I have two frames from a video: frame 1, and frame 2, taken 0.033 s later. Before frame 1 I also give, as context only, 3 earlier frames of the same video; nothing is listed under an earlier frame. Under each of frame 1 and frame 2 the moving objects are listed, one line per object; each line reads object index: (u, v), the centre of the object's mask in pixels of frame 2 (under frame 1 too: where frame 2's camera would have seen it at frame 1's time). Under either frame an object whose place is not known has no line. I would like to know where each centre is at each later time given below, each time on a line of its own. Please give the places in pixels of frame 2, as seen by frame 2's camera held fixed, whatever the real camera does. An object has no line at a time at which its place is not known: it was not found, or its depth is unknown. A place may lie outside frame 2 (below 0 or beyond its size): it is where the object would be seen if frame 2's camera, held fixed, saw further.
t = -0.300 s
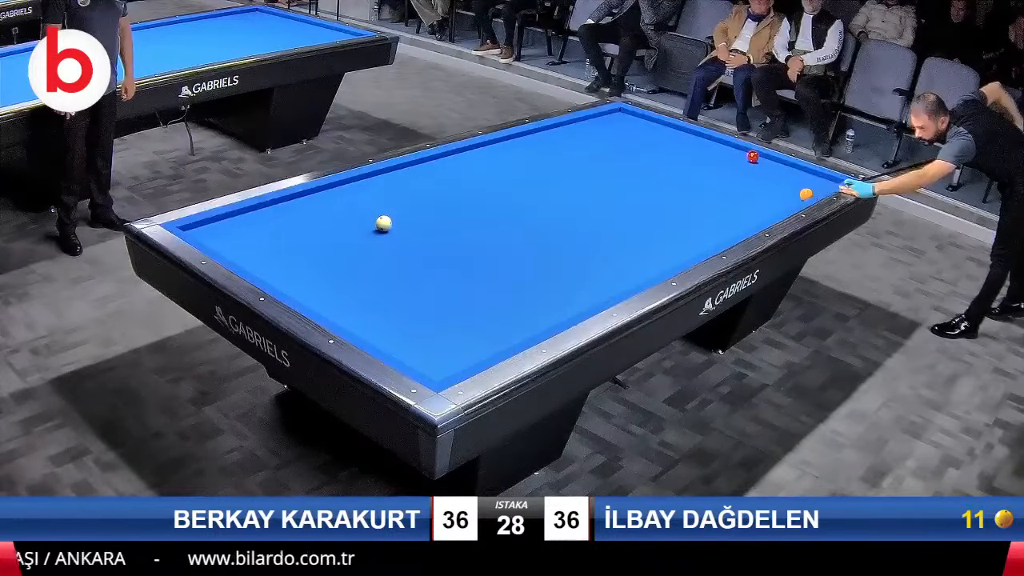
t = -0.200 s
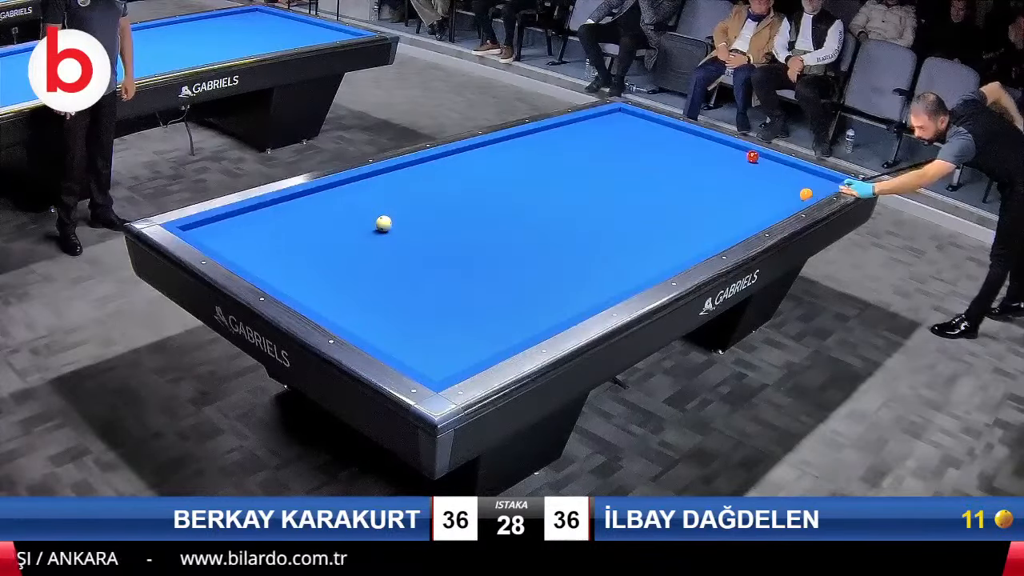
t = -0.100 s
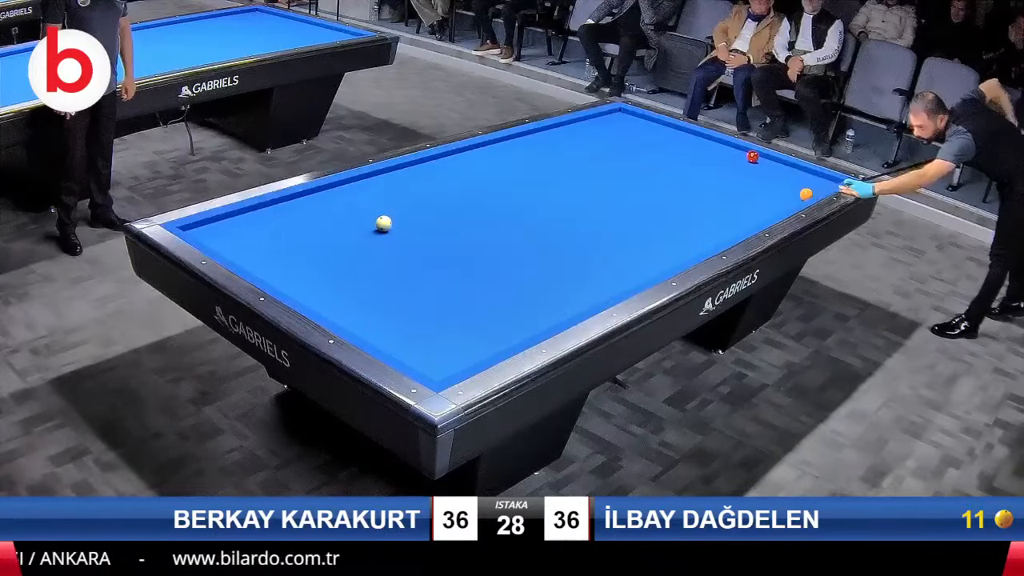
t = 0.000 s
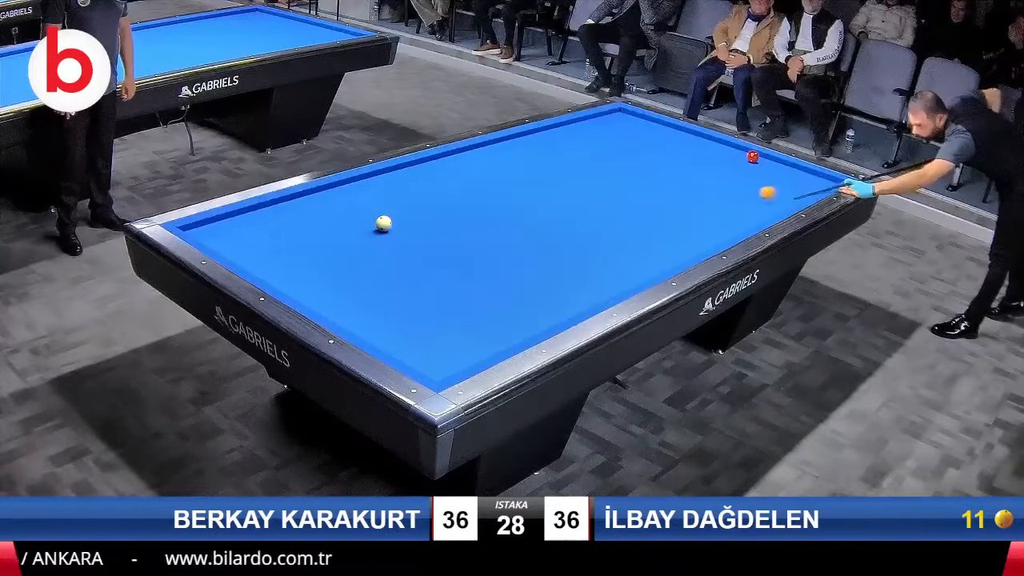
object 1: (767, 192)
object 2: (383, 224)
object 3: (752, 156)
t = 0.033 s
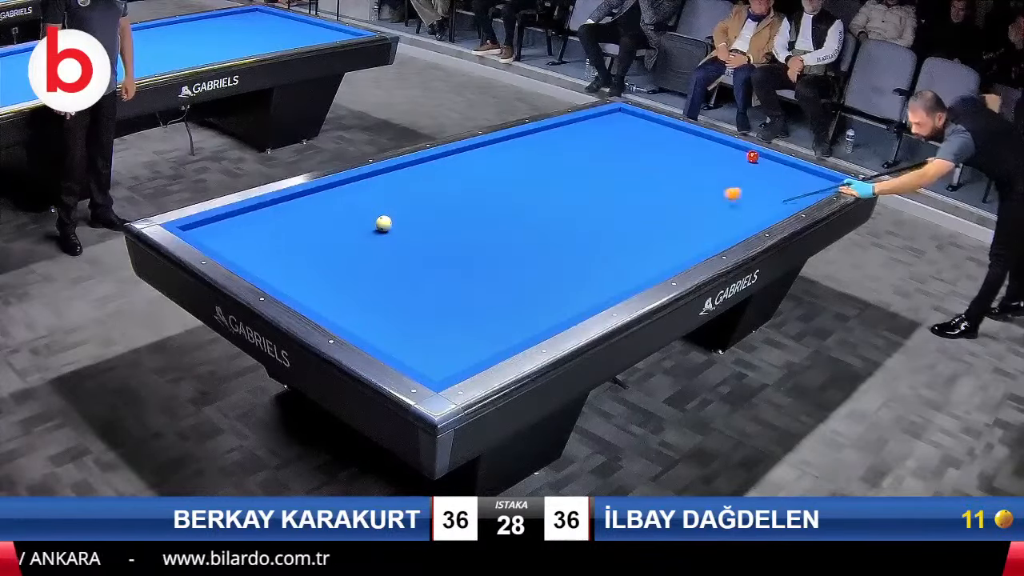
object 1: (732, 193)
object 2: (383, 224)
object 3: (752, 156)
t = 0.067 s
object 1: (696, 197)
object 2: (383, 224)
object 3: (752, 156)
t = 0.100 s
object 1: (659, 200)
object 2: (383, 224)
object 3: (752, 156)
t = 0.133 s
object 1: (620, 202)
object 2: (383, 224)
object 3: (752, 156)
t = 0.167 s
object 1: (579, 205)
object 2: (383, 224)
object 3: (752, 156)
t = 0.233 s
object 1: (495, 210)
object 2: (383, 224)
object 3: (752, 156)
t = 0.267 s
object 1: (453, 213)
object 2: (383, 224)
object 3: (752, 156)
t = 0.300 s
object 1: (409, 216)
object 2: (383, 224)
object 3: (752, 156)
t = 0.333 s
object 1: (369, 214)
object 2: (379, 228)
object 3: (752, 156)
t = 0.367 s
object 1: (335, 210)
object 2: (370, 237)
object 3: (752, 156)
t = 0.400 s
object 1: (303, 205)
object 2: (361, 246)
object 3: (752, 156)
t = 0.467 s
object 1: (275, 212)
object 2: (343, 264)
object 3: (752, 156)
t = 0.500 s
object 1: (278, 223)
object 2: (333, 273)
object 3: (752, 156)
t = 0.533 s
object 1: (280, 234)
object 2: (324, 282)
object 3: (752, 156)
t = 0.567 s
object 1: (282, 245)
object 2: (314, 292)
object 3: (752, 156)
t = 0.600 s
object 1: (284, 256)
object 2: (306, 298)
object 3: (752, 156)
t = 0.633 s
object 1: (285, 268)
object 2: (320, 299)
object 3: (752, 156)
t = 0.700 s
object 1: (293, 289)
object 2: (349, 295)
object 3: (752, 156)
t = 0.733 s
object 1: (316, 295)
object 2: (362, 292)
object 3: (752, 156)
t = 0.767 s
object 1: (340, 299)
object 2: (376, 291)
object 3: (752, 156)
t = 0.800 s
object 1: (362, 303)
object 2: (388, 288)
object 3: (752, 156)
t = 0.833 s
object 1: (385, 307)
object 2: (400, 287)
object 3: (752, 156)
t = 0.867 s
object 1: (409, 311)
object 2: (412, 285)
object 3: (752, 156)
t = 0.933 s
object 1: (452, 320)
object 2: (433, 282)
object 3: (752, 156)
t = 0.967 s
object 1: (474, 324)
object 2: (444, 281)
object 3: (752, 156)
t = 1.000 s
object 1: (495, 329)
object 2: (455, 279)
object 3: (752, 156)
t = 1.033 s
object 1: (516, 332)
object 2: (465, 278)
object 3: (752, 156)
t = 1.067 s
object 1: (523, 329)
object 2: (476, 277)
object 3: (752, 156)
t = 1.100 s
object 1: (520, 319)
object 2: (486, 276)
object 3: (752, 156)
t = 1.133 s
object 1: (517, 311)
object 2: (496, 274)
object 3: (752, 156)
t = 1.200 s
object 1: (513, 294)
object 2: (516, 271)
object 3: (752, 156)
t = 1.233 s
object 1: (511, 286)
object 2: (526, 270)
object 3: (752, 156)
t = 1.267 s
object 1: (510, 279)
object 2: (536, 269)
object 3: (752, 156)
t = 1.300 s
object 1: (509, 272)
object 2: (545, 268)
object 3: (752, 156)
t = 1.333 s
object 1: (509, 265)
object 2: (555, 266)
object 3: (752, 156)
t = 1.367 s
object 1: (509, 260)
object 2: (564, 265)
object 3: (752, 156)
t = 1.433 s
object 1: (510, 248)
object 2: (583, 263)
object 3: (752, 156)
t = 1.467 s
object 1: (510, 243)
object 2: (592, 262)
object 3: (752, 156)
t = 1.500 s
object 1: (510, 237)
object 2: (601, 260)
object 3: (752, 156)
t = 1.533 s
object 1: (510, 232)
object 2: (610, 259)
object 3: (752, 156)
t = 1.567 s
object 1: (511, 227)
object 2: (618, 258)
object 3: (752, 156)
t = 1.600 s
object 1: (511, 222)
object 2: (627, 257)
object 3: (752, 156)
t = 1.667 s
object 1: (512, 213)
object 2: (644, 255)
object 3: (752, 156)
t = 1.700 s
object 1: (512, 208)
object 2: (652, 253)
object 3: (752, 156)
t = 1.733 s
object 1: (512, 204)
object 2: (661, 252)
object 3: (752, 156)
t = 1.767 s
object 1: (512, 199)
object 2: (669, 251)
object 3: (752, 156)
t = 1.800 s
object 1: (512, 195)
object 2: (677, 250)
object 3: (752, 156)
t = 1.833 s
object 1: (512, 191)
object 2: (685, 249)
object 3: (752, 156)
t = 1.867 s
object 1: (513, 187)
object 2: (692, 248)
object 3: (752, 156)
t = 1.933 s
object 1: (513, 179)
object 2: (705, 244)
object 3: (752, 156)
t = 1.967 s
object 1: (514, 175)
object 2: (707, 242)
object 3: (752, 156)
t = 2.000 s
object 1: (514, 172)
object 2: (709, 240)
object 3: (752, 156)
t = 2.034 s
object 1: (514, 168)
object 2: (712, 238)
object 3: (752, 156)
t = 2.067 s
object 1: (514, 164)
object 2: (713, 235)
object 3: (752, 156)
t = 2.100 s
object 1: (514, 161)
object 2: (716, 233)
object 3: (752, 156)
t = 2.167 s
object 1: (515, 154)
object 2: (720, 228)
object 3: (752, 156)
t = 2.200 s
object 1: (515, 151)
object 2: (722, 226)
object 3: (752, 156)
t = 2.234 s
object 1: (515, 148)
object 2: (724, 224)
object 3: (752, 156)
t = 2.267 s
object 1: (515, 145)
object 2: (726, 222)
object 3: (752, 156)
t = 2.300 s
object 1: (515, 142)
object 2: (727, 219)
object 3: (752, 156)
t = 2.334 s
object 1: (515, 139)
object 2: (729, 217)
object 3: (752, 156)
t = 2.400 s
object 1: (523, 137)
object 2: (733, 213)
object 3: (752, 156)
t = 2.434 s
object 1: (530, 137)
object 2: (735, 211)
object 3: (752, 156)
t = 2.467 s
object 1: (537, 137)
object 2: (736, 209)
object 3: (752, 156)
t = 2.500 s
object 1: (543, 137)
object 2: (738, 207)
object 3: (752, 156)
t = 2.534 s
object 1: (549, 138)
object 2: (740, 205)
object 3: (752, 156)
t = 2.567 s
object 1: (554, 138)
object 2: (741, 203)
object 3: (752, 156)
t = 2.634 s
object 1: (565, 137)
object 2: (745, 199)
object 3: (752, 156)
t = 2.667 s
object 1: (570, 137)
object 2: (746, 198)
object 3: (752, 156)
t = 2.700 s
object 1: (576, 137)
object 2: (748, 196)
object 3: (752, 156)
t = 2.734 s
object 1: (581, 137)
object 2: (749, 194)
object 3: (752, 156)
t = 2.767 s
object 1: (586, 137)
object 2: (750, 192)
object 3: (752, 156)
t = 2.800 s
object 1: (592, 137)
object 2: (752, 190)
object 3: (752, 156)
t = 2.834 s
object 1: (597, 137)
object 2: (754, 188)
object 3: (752, 156)
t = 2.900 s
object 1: (607, 137)
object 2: (756, 185)
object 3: (752, 156)
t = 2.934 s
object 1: (612, 137)
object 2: (757, 183)
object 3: (752, 156)
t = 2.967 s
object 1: (617, 137)
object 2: (759, 182)
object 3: (752, 156)
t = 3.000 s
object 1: (622, 137)
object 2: (760, 180)
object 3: (752, 156)
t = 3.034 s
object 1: (627, 137)
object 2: (761, 178)
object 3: (752, 156)
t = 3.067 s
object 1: (632, 137)
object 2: (763, 177)
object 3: (752, 156)
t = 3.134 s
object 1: (642, 137)
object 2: (765, 174)
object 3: (752, 156)
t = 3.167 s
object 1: (647, 137)
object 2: (767, 172)
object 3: (752, 156)
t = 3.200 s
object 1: (652, 137)
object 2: (768, 171)
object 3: (752, 156)
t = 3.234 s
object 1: (657, 137)
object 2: (769, 169)
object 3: (752, 156)
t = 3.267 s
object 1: (661, 137)
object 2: (771, 168)
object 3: (752, 156)
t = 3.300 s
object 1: (666, 137)
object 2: (772, 166)
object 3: (752, 156)
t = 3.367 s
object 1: (675, 137)
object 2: (774, 163)
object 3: (752, 156)
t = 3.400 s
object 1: (679, 137)
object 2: (775, 162)
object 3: (752, 156)
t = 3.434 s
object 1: (684, 137)
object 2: (776, 160)
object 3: (752, 156)
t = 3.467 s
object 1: (689, 137)
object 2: (777, 159)
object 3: (752, 156)
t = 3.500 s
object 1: (694, 137)
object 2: (774, 159)
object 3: (752, 156)
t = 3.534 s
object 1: (697, 137)
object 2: (770, 159)
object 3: (752, 156)
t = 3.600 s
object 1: (707, 137)
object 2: (763, 159)
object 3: (751, 156)
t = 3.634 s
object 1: (710, 138)
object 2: (763, 160)
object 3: (748, 155)
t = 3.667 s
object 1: (711, 138)
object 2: (762, 160)
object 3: (746, 155)
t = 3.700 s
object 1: (710, 139)
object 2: (762, 161)
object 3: (744, 155)
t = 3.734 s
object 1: (710, 140)
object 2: (761, 161)
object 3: (742, 154)
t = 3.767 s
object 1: (710, 141)
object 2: (760, 161)
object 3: (740, 154)
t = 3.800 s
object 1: (710, 141)
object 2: (759, 162)
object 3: (737, 153)
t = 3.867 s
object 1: (710, 143)
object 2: (757, 163)
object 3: (734, 152)
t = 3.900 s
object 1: (710, 144)
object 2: (757, 163)
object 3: (732, 152)
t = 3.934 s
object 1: (710, 145)
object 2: (756, 163)
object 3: (730, 152)
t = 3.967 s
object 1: (710, 146)
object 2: (755, 164)
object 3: (728, 152)
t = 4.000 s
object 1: (710, 146)
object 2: (754, 164)
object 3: (726, 151)
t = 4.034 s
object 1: (711, 147)
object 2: (753, 165)
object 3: (724, 151)
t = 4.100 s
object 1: (709, 148)
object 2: (752, 166)
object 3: (723, 150)
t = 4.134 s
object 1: (707, 148)
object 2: (751, 166)
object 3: (723, 150)
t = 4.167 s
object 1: (705, 149)
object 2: (750, 167)
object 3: (723, 150)
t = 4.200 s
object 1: (703, 149)
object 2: (749, 167)
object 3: (723, 150)
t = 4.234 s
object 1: (702, 150)
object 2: (748, 167)
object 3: (723, 150)
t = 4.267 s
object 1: (700, 150)
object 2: (748, 168)
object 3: (723, 150)
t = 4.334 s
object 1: (697, 151)
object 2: (746, 168)
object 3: (723, 150)
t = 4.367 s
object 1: (695, 151)
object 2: (745, 169)
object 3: (723, 150)
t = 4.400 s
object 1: (694, 151)
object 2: (744, 169)
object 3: (723, 150)
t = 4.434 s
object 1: (692, 152)
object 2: (744, 170)
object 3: (723, 150)
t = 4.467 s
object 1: (691, 152)
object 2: (743, 170)
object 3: (723, 151)
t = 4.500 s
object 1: (689, 153)
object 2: (742, 170)
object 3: (723, 151)
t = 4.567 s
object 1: (686, 154)
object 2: (740, 171)
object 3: (723, 151)
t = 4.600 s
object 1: (684, 154)
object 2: (739, 171)
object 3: (723, 151)
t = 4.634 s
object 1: (683, 154)
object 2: (739, 172)
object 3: (723, 151)
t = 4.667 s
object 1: (681, 155)
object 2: (738, 172)
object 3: (723, 151)
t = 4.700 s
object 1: (680, 155)
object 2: (737, 173)
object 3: (723, 151)
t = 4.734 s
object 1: (678, 155)
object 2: (736, 173)
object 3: (723, 151)
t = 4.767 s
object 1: (677, 156)
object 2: (736, 173)
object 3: (723, 151)
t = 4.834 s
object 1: (673, 157)
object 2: (734, 174)
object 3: (723, 151)
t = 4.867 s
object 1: (672, 157)
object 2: (733, 175)
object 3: (723, 151)
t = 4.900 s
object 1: (670, 157)
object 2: (733, 175)
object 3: (723, 151)
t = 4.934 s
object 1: (669, 158)
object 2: (732, 175)
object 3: (723, 151)
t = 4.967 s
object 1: (667, 159)
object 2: (731, 176)
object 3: (723, 151)
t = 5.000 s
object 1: (665, 159)
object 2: (730, 176)
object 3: (723, 151)
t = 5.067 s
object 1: (662, 160)
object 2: (729, 177)
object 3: (723, 151)
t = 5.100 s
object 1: (660, 160)
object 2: (728, 177)
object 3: (723, 151)
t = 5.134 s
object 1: (659, 160)
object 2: (727, 178)
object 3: (723, 151)
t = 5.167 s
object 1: (657, 161)
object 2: (726, 178)
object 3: (723, 151)
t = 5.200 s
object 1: (656, 161)
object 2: (726, 178)
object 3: (723, 151)
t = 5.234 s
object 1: (654, 161)
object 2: (725, 179)
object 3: (723, 151)
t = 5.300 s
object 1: (651, 162)
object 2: (723, 180)
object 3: (723, 151)
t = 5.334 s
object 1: (650, 162)
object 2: (723, 180)
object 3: (723, 151)
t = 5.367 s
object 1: (648, 163)
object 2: (722, 180)
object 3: (723, 151)
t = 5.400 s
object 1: (646, 163)
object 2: (721, 181)
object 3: (723, 151)
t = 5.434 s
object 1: (645, 164)
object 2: (720, 181)
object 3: (723, 151)
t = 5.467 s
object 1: (643, 164)
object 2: (719, 181)
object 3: (723, 151)
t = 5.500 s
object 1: (641, 165)
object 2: (719, 182)
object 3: (723, 151)
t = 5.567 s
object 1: (638, 165)
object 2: (717, 182)
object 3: (723, 151)
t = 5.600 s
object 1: (637, 166)
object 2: (717, 183)
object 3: (723, 151)
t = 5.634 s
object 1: (635, 166)
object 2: (716, 183)
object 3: (723, 151)
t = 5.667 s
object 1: (634, 167)
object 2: (715, 183)
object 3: (723, 151)
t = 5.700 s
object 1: (632, 167)
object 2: (714, 184)
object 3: (723, 151)
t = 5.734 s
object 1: (631, 167)
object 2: (714, 184)
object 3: (723, 151)
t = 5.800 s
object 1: (627, 168)
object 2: (712, 185)
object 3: (723, 151)
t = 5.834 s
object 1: (626, 169)
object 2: (711, 185)
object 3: (723, 151)
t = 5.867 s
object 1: (624, 169)
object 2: (711, 186)
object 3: (723, 151)
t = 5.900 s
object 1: (622, 169)
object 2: (710, 186)
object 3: (723, 151)
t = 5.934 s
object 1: (621, 170)
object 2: (709, 186)
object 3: (723, 151)
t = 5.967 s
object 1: (619, 170)
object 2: (709, 186)
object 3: (723, 151)
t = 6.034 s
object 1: (616, 171)
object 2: (707, 187)
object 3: (723, 151)
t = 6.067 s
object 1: (615, 171)
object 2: (707, 188)
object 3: (723, 151)
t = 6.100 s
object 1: (613, 172)
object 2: (706, 188)
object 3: (723, 151)
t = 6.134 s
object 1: (612, 172)
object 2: (705, 188)
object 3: (723, 151)
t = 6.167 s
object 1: (610, 172)
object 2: (705, 189)
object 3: (723, 151)
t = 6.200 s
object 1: (609, 173)
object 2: (704, 189)
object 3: (723, 151)
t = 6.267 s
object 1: (606, 173)
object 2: (703, 190)
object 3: (723, 151)
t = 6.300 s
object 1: (604, 174)
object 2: (702, 190)
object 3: (723, 151)
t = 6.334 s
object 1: (602, 174)
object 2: (702, 190)
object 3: (723, 151)
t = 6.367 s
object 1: (601, 175)
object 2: (701, 191)
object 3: (723, 151)
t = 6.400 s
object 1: (599, 175)
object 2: (700, 191)
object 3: (723, 151)
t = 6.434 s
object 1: (598, 176)
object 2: (699, 191)
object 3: (723, 151)
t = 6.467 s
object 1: (596, 176)
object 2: (699, 191)
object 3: (723, 151)
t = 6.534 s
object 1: (594, 177)
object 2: (698, 192)
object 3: (723, 151)
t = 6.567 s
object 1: (592, 177)
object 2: (697, 192)
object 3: (723, 151)
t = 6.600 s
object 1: (590, 177)
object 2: (696, 193)
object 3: (723, 151)
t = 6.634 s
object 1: (589, 178)
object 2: (696, 193)
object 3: (723, 151)
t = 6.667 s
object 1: (587, 178)
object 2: (695, 193)
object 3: (723, 151)
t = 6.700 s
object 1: (586, 178)
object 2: (694, 194)
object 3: (723, 151)
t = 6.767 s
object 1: (583, 179)
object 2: (693, 194)
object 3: (723, 151)
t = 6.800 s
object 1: (581, 180)
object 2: (692, 195)
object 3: (723, 151)
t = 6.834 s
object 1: (580, 180)
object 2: (692, 195)
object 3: (723, 151)
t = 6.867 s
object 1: (578, 180)
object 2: (691, 195)
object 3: (723, 151)
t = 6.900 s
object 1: (577, 181)
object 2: (690, 195)
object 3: (723, 151)
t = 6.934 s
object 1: (575, 181)
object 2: (690, 196)
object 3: (723, 151)
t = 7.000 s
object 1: (572, 182)
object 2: (689, 196)
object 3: (723, 151)
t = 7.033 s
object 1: (571, 182)
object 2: (688, 196)
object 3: (723, 151)
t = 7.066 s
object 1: (569, 183)
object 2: (688, 197)
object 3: (723, 151)
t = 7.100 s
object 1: (568, 183)
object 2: (687, 197)
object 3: (723, 151)
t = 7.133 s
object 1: (566, 184)
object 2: (687, 197)
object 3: (723, 151)
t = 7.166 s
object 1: (565, 184)
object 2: (686, 197)
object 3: (723, 151)
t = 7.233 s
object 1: (562, 185)
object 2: (685, 198)
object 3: (723, 151)
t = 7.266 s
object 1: (560, 185)
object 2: (684, 198)
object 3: (723, 151)
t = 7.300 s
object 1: (559, 185)
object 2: (684, 198)
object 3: (723, 151)
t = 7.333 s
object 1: (558, 186)
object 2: (683, 199)
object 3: (723, 151)
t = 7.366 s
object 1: (556, 186)
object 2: (683, 199)
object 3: (723, 151)
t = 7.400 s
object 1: (555, 187)
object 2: (682, 200)
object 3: (723, 151)
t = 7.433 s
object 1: (553, 187)
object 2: (682, 200)
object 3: (723, 151)
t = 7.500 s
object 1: (550, 188)
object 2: (681, 200)
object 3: (723, 151)
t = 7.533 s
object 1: (549, 188)
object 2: (680, 201)
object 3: (723, 151)
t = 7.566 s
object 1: (548, 188)
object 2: (680, 201)
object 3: (723, 151)
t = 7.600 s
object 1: (546, 189)
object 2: (679, 201)
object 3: (723, 151)
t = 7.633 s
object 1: (545, 189)
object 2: (679, 201)
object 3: (723, 151)
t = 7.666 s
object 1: (544, 189)
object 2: (678, 201)
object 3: (723, 151)
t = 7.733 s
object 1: (540, 190)
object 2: (677, 202)
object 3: (723, 151)
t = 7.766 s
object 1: (539, 190)
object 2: (677, 202)
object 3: (723, 151)
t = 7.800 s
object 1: (538, 191)
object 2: (677, 202)
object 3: (723, 151)
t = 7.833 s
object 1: (536, 191)
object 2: (676, 203)
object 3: (723, 151)
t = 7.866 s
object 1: (535, 191)
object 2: (676, 203)
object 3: (723, 151)
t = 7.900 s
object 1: (534, 191)
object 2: (675, 203)
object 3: (723, 151)
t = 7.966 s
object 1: (531, 192)
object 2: (675, 203)
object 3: (723, 151)
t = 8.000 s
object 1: (530, 192)
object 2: (674, 204)
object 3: (723, 151)
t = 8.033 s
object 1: (528, 193)
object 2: (674, 204)
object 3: (723, 151)
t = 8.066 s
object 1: (527, 193)
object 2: (673, 204)
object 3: (723, 151)
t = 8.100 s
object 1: (525, 194)
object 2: (673, 204)
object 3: (723, 151)
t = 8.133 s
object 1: (524, 194)
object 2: (672, 205)
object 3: (723, 151)
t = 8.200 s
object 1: (522, 194)
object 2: (672, 205)
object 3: (723, 151)
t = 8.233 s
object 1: (520, 195)
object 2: (671, 205)
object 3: (723, 151)
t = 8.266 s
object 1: (519, 195)
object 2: (671, 205)
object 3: (723, 151)
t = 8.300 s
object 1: (518, 195)
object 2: (671, 206)
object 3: (723, 151)
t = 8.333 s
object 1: (516, 196)
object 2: (670, 206)
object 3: (723, 151)
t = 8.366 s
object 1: (515, 196)
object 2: (670, 206)
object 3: (723, 151)
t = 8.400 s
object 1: (514, 196)
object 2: (670, 206)
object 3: (723, 151)
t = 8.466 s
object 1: (511, 197)
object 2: (669, 207)
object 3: (723, 151)
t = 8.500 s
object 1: (510, 197)
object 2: (669, 207)
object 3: (723, 151)
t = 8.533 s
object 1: (508, 197)
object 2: (668, 207)
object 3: (723, 151)
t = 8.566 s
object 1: (507, 198)
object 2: (668, 207)
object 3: (723, 151)
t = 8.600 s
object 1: (506, 198)
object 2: (668, 208)
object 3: (723, 151)
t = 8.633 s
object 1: (505, 198)
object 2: (668, 208)
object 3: (723, 151)
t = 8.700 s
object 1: (502, 199)
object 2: (667, 208)
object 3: (723, 151)
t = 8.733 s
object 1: (501, 199)
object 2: (667, 208)
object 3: (723, 151)
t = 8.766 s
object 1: (500, 200)
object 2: (666, 209)
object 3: (723, 151)
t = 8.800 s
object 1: (498, 200)
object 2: (666, 209)
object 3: (723, 151)
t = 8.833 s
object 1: (497, 200)
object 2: (666, 209)
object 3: (723, 151)
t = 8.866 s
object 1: (496, 201)
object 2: (665, 209)
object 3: (723, 151)
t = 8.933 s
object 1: (494, 201)
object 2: (665, 209)
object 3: (723, 151)
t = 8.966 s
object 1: (493, 201)
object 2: (665, 209)
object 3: (723, 151)
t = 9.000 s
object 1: (492, 202)
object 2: (664, 210)
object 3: (723, 151)
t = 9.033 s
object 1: (490, 202)
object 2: (664, 210)
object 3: (723, 151)
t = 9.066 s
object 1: (489, 202)
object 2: (664, 210)
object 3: (723, 151)
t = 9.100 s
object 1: (488, 202)
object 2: (664, 210)
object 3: (723, 151)
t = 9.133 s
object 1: (487, 203)
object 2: (664, 210)
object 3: (723, 151)
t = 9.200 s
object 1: (484, 203)
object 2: (663, 210)
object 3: (723, 151)
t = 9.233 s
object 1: (483, 203)
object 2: (663, 210)
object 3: (723, 151)
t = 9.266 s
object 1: (482, 203)
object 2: (663, 210)
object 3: (723, 151)
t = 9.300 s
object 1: (481, 204)
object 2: (662, 210)
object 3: (723, 151)
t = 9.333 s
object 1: (480, 204)
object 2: (662, 210)
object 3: (723, 151)
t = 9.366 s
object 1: (479, 204)
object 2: (662, 211)
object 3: (723, 151)
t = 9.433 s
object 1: (477, 204)
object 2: (661, 211)
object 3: (723, 151)
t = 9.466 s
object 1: (476, 205)
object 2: (661, 211)
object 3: (723, 151)
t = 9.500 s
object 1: (475, 205)
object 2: (661, 211)
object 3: (723, 151)
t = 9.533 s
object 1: (473, 205)
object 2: (661, 211)
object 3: (723, 151)
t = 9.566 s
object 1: (472, 205)
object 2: (660, 211)
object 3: (723, 151)
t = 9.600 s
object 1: (471, 205)
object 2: (660, 211)
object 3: (723, 151)
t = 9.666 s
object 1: (469, 206)
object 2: (660, 211)
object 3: (723, 151)
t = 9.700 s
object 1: (468, 206)
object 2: (660, 211)
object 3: (723, 151)
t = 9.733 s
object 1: (467, 207)
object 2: (660, 211)
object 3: (723, 151)
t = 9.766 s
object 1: (466, 207)
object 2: (660, 211)
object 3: (723, 151)
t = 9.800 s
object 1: (465, 207)
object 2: (659, 211)
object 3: (723, 151)
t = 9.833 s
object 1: (464, 207)
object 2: (659, 212)
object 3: (723, 151)
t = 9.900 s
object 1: (462, 208)
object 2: (659, 212)
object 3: (723, 151)
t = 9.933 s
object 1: (461, 208)
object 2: (659, 212)
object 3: (723, 151)
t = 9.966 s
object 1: (461, 208)
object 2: (659, 212)
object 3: (723, 151)
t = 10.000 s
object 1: (459, 208)
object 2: (659, 212)
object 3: (723, 151)
